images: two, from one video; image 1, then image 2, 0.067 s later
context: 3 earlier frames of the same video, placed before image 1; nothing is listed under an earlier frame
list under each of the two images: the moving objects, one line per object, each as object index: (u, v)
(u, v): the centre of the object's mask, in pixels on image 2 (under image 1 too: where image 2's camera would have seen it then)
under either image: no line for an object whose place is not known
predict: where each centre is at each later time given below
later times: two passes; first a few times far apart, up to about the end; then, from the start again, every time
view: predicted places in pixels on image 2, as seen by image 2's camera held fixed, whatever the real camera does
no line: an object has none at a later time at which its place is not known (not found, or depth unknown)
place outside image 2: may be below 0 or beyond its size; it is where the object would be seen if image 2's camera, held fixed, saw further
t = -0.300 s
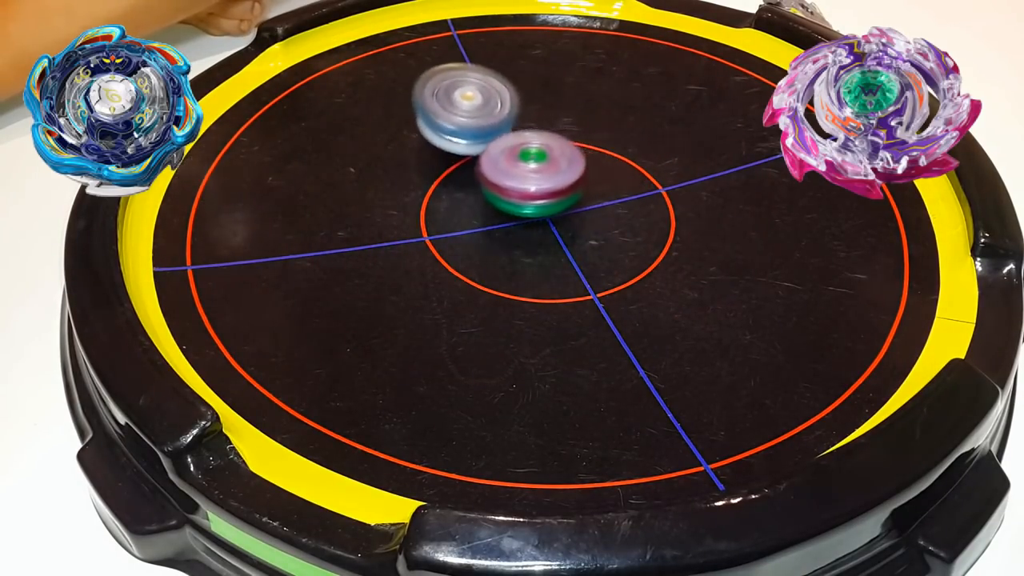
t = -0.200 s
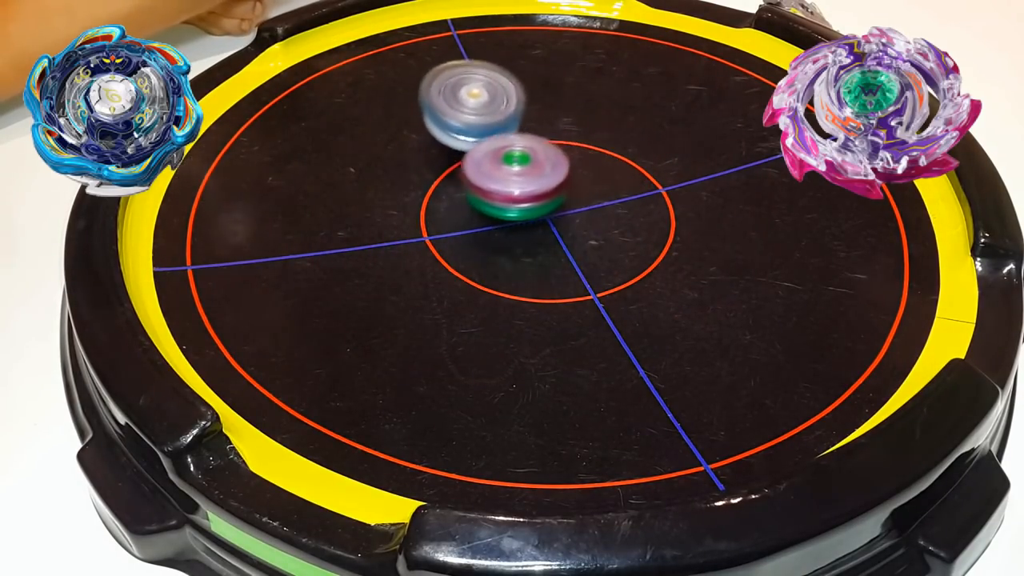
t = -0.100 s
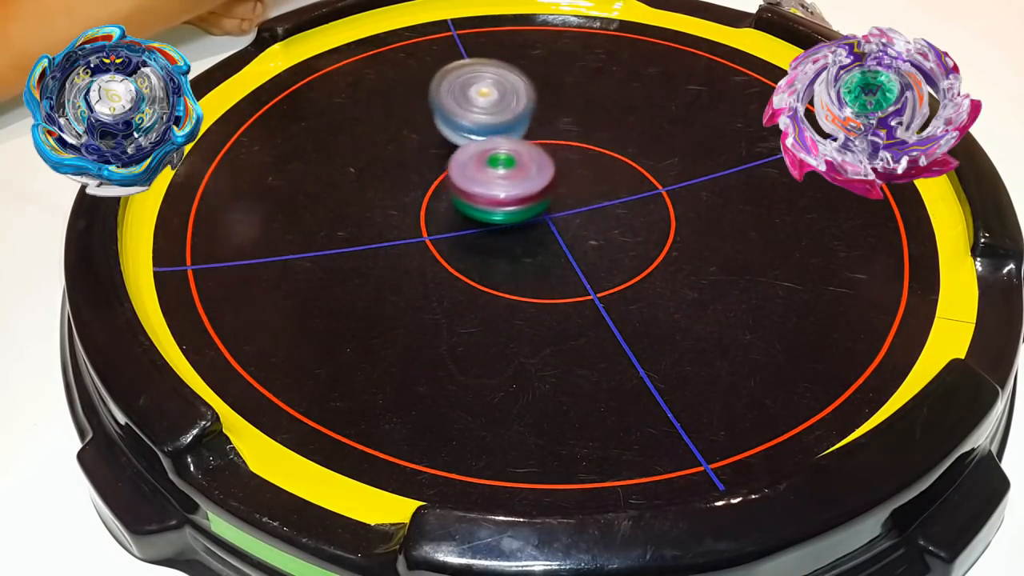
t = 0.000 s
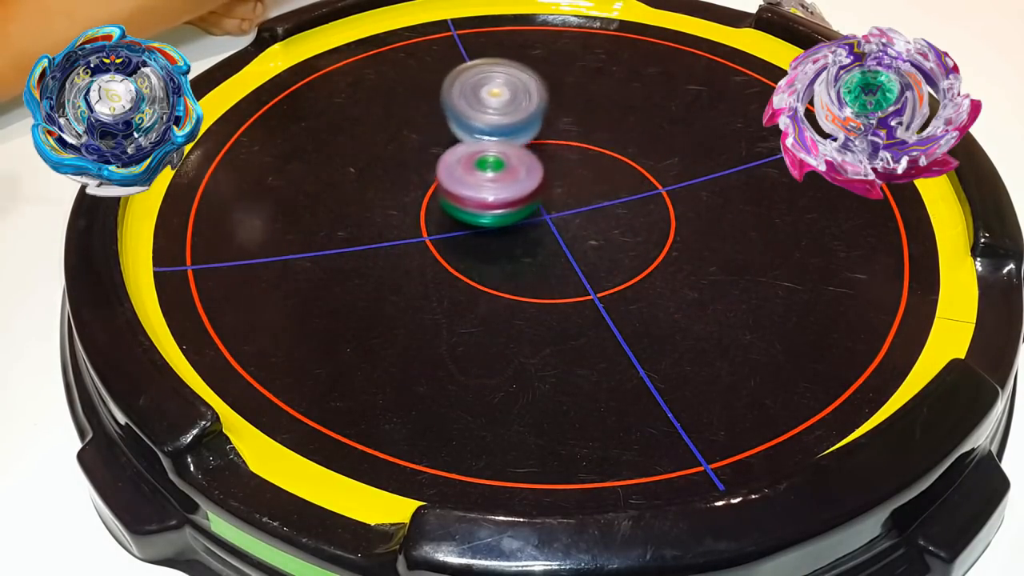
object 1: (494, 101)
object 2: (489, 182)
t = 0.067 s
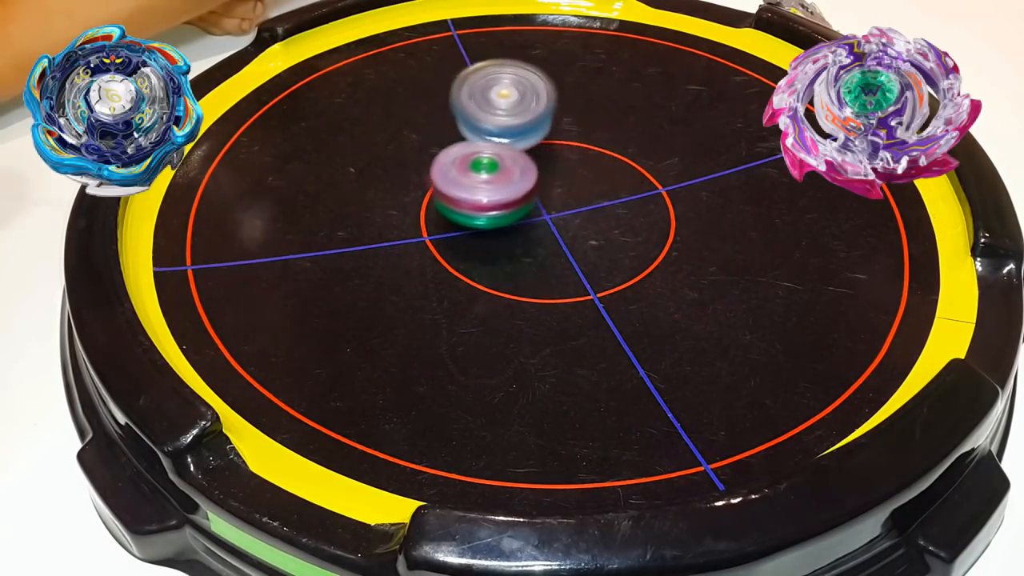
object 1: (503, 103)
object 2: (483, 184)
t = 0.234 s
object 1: (523, 110)
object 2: (472, 185)
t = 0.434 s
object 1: (542, 127)
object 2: (464, 187)
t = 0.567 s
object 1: (553, 141)
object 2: (463, 191)
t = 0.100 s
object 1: (507, 103)
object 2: (481, 184)
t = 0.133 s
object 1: (510, 104)
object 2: (479, 184)
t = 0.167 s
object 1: (515, 106)
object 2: (477, 185)
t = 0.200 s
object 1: (519, 108)
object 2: (475, 185)
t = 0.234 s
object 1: (523, 110)
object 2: (472, 185)
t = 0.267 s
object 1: (527, 112)
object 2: (471, 185)
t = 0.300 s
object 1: (531, 115)
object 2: (469, 186)
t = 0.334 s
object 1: (534, 118)
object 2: (467, 186)
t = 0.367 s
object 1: (537, 121)
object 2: (466, 186)
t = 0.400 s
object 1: (539, 124)
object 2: (465, 186)
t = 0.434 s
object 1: (542, 127)
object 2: (464, 187)
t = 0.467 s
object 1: (544, 131)
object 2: (464, 187)
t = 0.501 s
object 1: (547, 134)
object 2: (464, 188)
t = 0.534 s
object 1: (551, 137)
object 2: (463, 190)
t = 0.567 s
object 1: (553, 141)
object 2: (463, 191)
